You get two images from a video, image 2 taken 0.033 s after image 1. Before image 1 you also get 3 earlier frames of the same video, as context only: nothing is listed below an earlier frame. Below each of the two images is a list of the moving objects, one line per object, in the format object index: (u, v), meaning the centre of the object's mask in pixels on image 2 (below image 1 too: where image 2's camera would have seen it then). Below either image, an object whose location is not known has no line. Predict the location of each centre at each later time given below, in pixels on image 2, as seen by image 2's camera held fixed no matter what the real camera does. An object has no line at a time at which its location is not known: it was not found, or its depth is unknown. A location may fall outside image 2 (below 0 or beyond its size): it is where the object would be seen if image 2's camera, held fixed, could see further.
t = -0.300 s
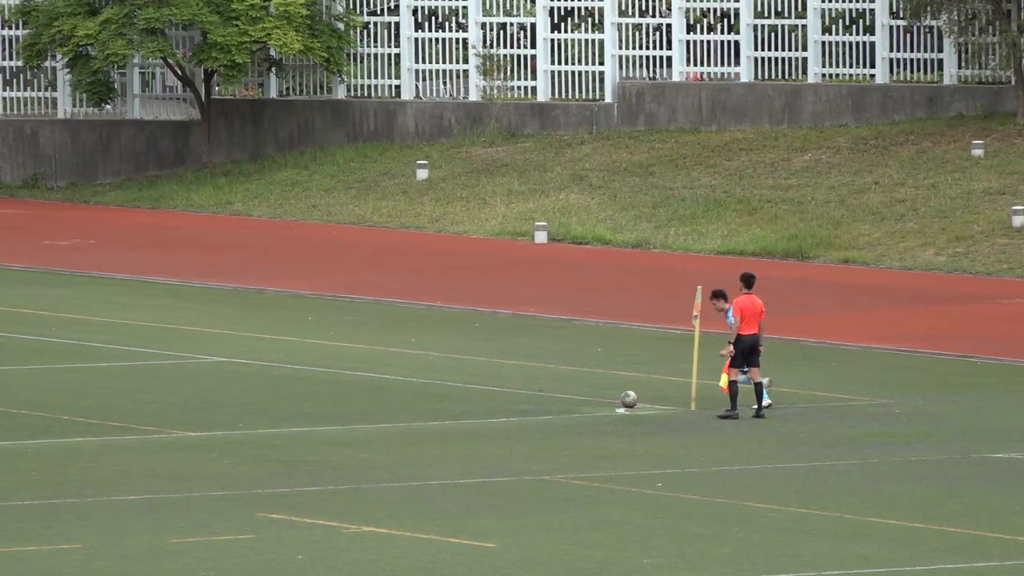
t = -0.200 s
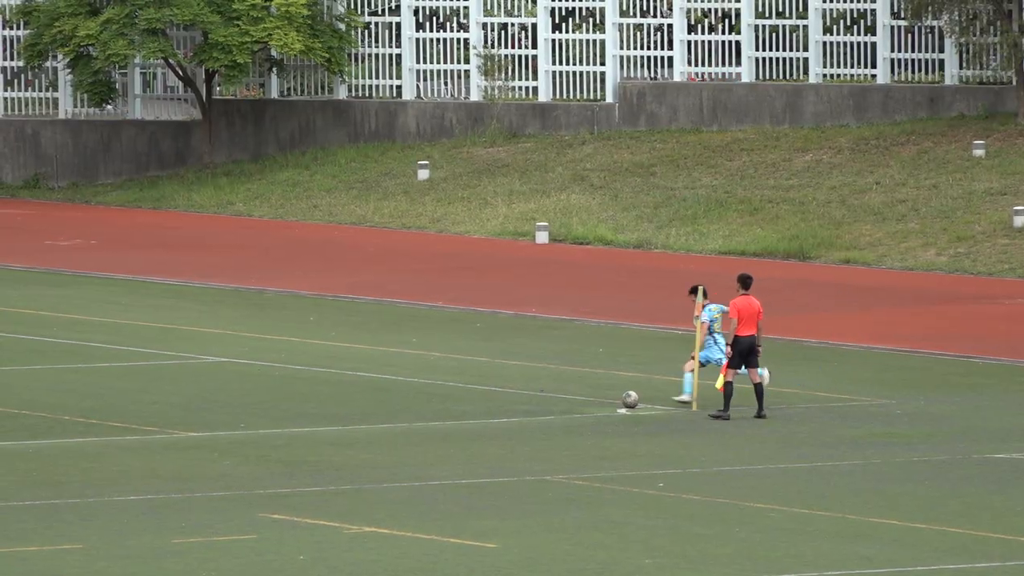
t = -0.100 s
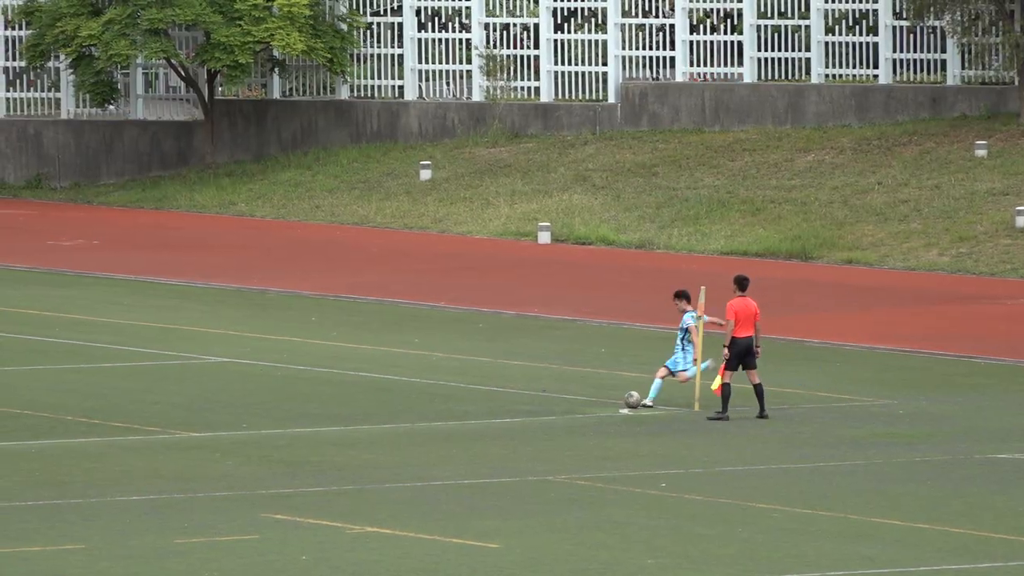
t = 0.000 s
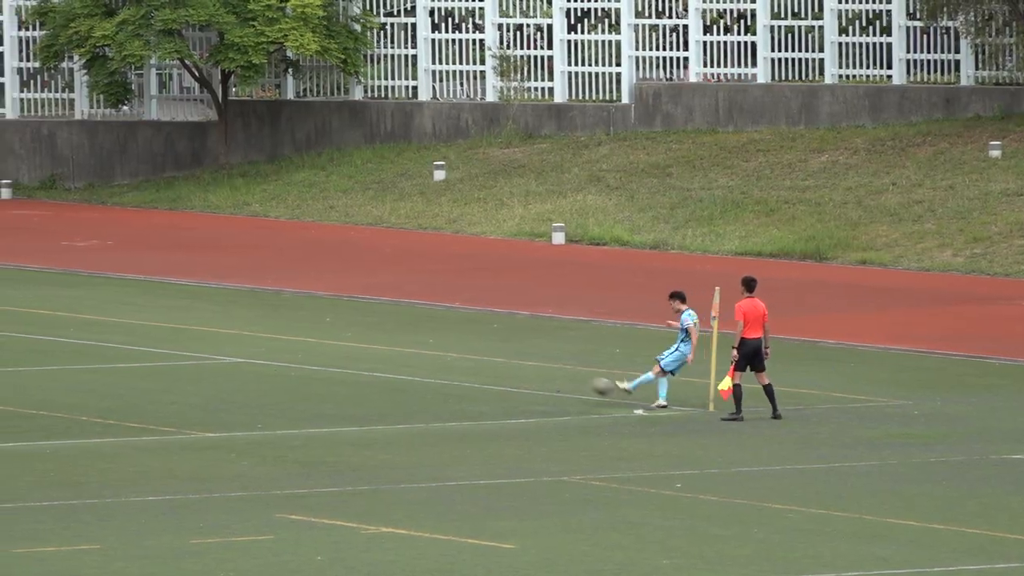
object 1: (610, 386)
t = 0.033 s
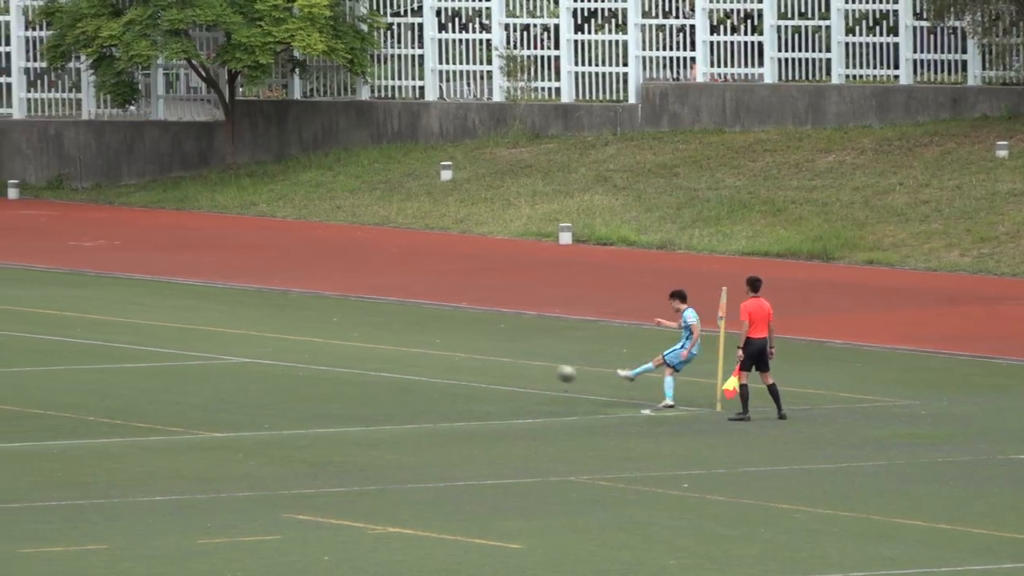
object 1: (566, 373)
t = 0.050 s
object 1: (546, 368)
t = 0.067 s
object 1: (525, 362)
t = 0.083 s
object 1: (505, 357)
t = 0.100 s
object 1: (484, 352)
